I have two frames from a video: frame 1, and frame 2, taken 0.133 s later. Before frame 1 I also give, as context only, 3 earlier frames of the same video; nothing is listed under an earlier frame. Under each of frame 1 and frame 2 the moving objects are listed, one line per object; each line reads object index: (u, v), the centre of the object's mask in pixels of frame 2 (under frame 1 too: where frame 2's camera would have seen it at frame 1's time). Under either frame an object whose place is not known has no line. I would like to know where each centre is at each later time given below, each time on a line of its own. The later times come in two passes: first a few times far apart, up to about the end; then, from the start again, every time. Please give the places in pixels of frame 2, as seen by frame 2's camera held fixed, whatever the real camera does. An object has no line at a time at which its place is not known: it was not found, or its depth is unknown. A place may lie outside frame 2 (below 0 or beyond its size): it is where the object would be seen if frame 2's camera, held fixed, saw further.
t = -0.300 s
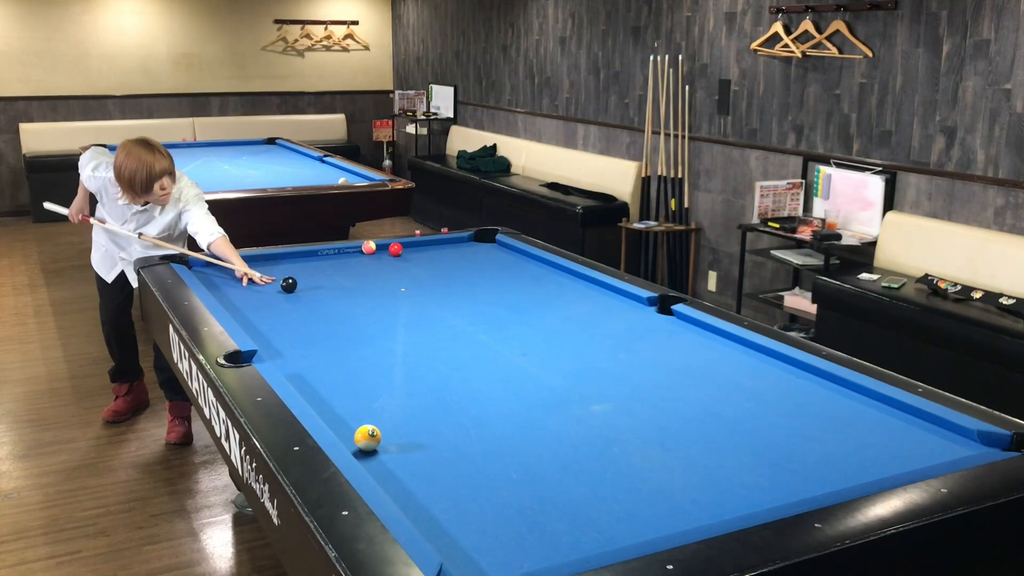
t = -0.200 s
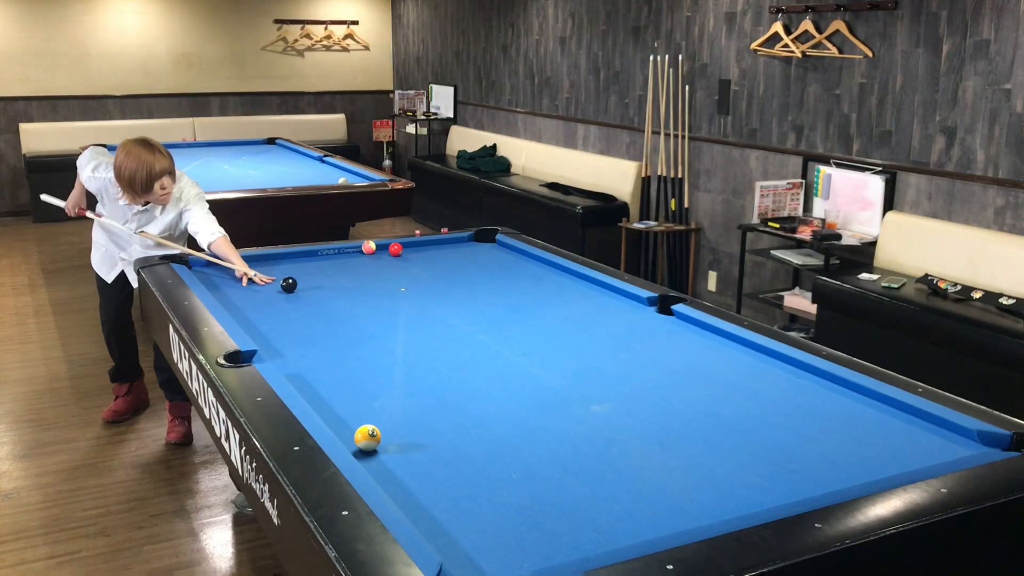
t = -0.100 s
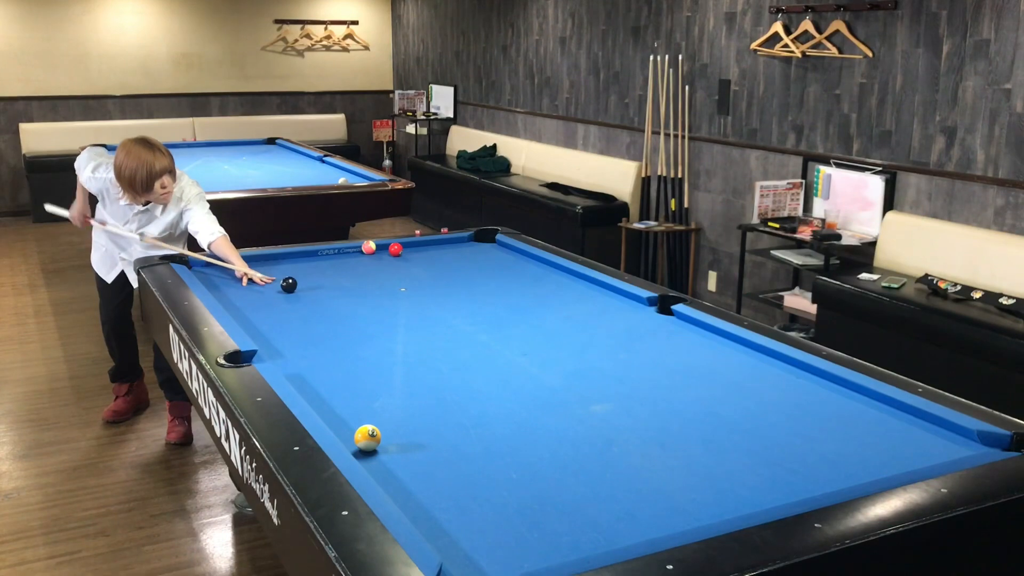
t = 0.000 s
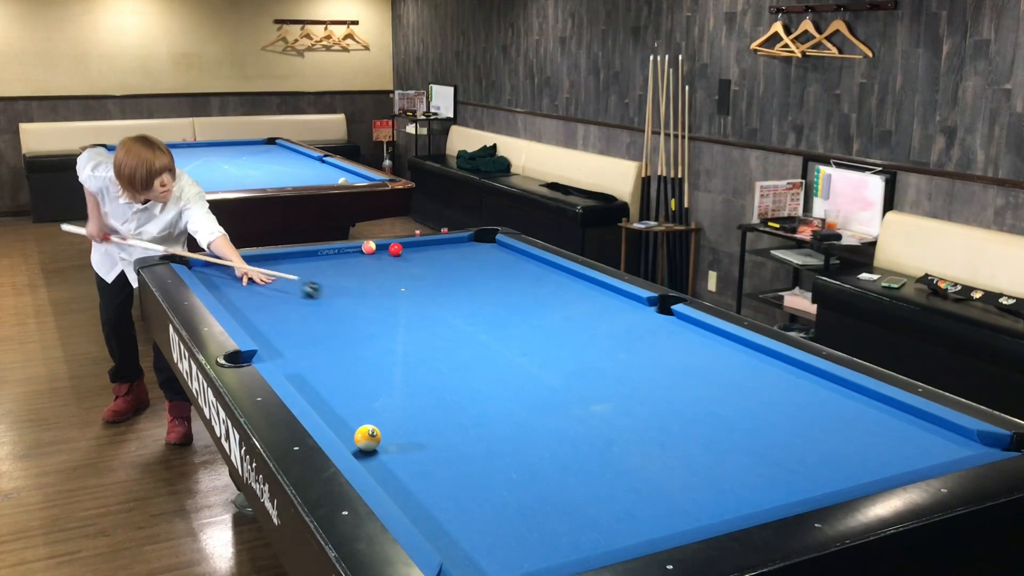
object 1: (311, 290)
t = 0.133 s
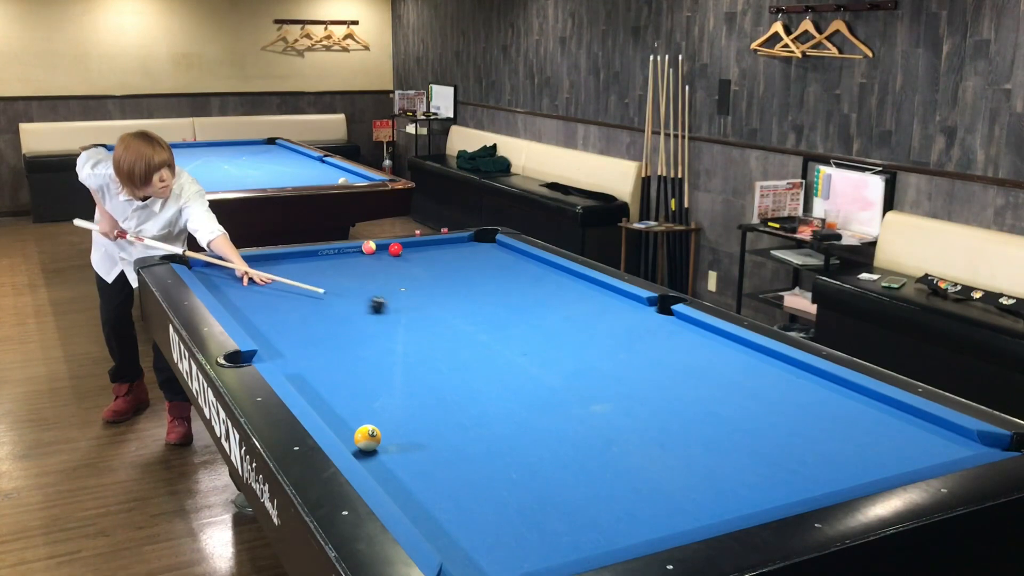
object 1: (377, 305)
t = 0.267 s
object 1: (445, 320)
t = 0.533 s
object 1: (607, 358)
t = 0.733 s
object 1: (759, 394)
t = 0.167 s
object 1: (394, 308)
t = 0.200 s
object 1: (411, 312)
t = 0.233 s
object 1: (427, 316)
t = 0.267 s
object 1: (445, 320)
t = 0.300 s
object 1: (464, 325)
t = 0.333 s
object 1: (483, 329)
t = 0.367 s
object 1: (502, 334)
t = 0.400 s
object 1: (521, 338)
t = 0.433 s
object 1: (542, 343)
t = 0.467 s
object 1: (563, 348)
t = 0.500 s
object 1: (585, 353)
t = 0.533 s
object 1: (607, 358)
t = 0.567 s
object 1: (629, 364)
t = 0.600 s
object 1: (654, 370)
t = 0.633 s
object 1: (680, 375)
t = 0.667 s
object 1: (704, 382)
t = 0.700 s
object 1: (731, 388)
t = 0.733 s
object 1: (759, 394)
